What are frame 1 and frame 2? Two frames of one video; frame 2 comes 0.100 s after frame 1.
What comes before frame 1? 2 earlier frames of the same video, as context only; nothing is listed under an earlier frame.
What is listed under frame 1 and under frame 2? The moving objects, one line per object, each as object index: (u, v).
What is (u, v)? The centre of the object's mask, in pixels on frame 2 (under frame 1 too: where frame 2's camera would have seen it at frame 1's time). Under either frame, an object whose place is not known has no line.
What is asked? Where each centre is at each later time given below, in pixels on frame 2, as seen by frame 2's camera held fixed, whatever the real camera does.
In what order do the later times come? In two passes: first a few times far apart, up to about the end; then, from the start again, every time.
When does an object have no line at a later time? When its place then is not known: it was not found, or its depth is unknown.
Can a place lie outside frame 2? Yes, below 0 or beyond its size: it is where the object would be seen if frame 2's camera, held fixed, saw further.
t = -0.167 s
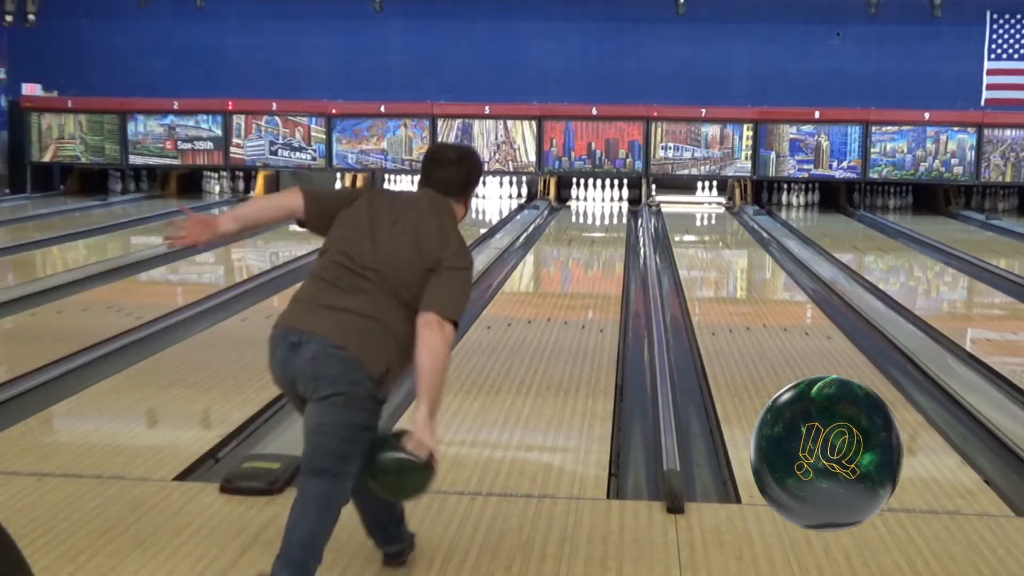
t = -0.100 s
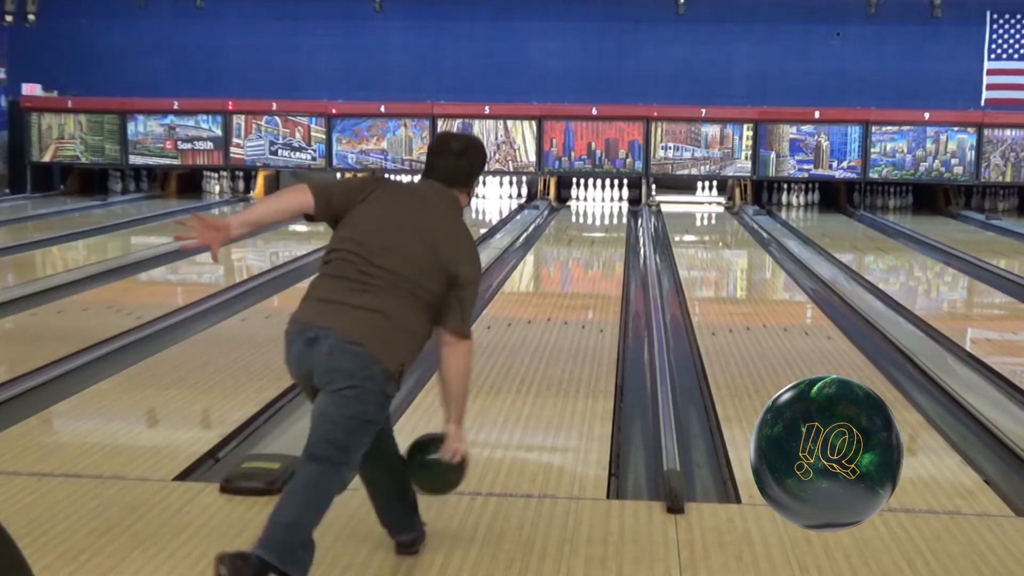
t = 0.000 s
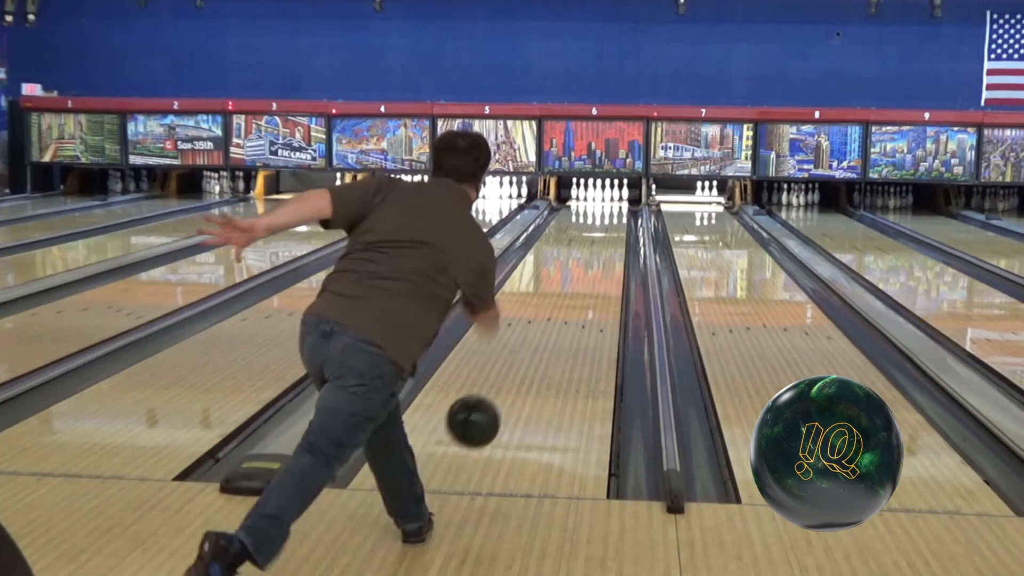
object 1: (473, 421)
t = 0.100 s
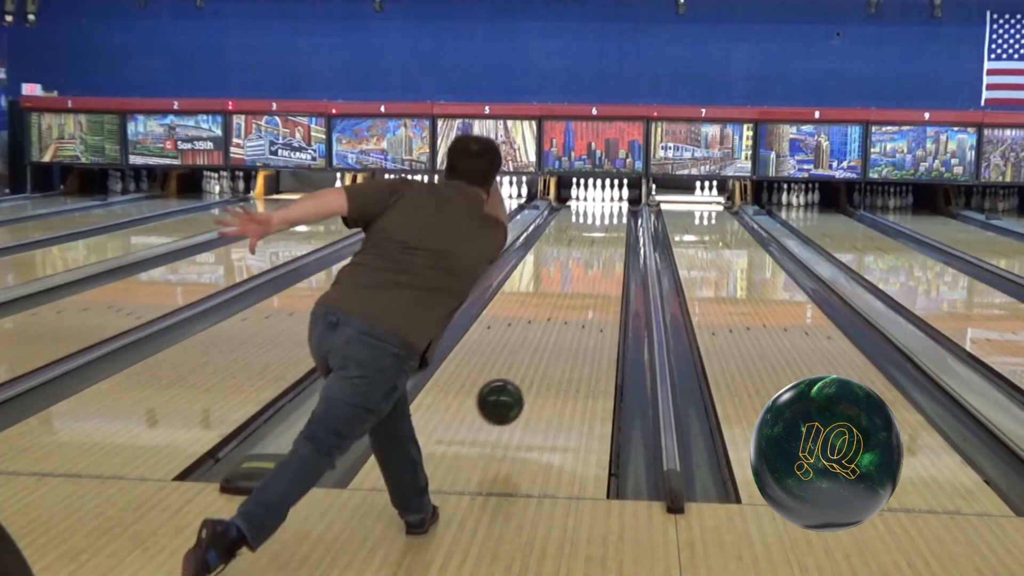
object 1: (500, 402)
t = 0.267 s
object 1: (532, 372)
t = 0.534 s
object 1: (565, 317)
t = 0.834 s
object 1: (587, 278)
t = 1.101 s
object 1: (601, 253)
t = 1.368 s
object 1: (610, 236)
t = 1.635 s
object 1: (615, 222)
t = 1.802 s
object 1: (617, 215)
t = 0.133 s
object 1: (508, 401)
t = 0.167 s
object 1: (514, 402)
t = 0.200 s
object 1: (521, 391)
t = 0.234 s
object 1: (527, 381)
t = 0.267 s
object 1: (532, 372)
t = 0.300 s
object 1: (537, 363)
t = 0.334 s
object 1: (542, 355)
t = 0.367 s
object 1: (546, 348)
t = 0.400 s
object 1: (551, 340)
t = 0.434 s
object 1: (555, 334)
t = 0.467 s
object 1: (558, 328)
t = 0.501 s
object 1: (562, 323)
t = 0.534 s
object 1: (565, 317)
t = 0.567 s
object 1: (568, 312)
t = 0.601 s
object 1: (571, 307)
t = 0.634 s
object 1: (574, 302)
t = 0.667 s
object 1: (576, 298)
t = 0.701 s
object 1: (579, 294)
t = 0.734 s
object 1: (581, 289)
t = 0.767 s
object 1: (583, 285)
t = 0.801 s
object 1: (585, 281)
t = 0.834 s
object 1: (587, 278)
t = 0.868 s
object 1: (589, 274)
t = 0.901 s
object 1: (591, 271)
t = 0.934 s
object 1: (593, 267)
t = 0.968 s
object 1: (595, 264)
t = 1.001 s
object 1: (596, 261)
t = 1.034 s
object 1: (598, 258)
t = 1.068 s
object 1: (599, 256)
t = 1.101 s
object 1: (601, 253)
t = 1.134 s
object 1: (602, 251)
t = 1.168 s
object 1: (603, 248)
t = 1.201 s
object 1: (605, 246)
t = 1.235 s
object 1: (606, 244)
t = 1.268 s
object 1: (607, 242)
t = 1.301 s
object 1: (608, 240)
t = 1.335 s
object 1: (609, 238)
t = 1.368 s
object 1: (610, 236)
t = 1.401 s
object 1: (611, 234)
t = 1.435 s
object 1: (612, 232)
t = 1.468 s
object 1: (613, 230)
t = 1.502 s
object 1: (613, 229)
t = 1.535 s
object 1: (614, 227)
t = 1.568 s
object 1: (614, 226)
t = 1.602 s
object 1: (615, 224)
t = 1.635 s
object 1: (615, 222)
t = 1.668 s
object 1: (616, 220)
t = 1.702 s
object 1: (616, 219)
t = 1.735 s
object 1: (616, 218)
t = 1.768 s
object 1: (617, 217)
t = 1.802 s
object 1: (617, 215)
